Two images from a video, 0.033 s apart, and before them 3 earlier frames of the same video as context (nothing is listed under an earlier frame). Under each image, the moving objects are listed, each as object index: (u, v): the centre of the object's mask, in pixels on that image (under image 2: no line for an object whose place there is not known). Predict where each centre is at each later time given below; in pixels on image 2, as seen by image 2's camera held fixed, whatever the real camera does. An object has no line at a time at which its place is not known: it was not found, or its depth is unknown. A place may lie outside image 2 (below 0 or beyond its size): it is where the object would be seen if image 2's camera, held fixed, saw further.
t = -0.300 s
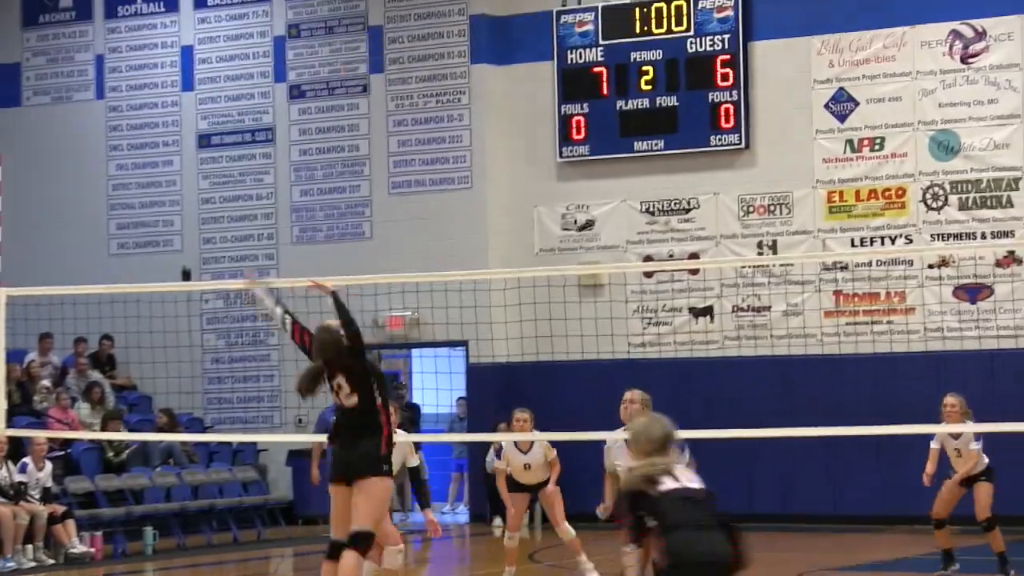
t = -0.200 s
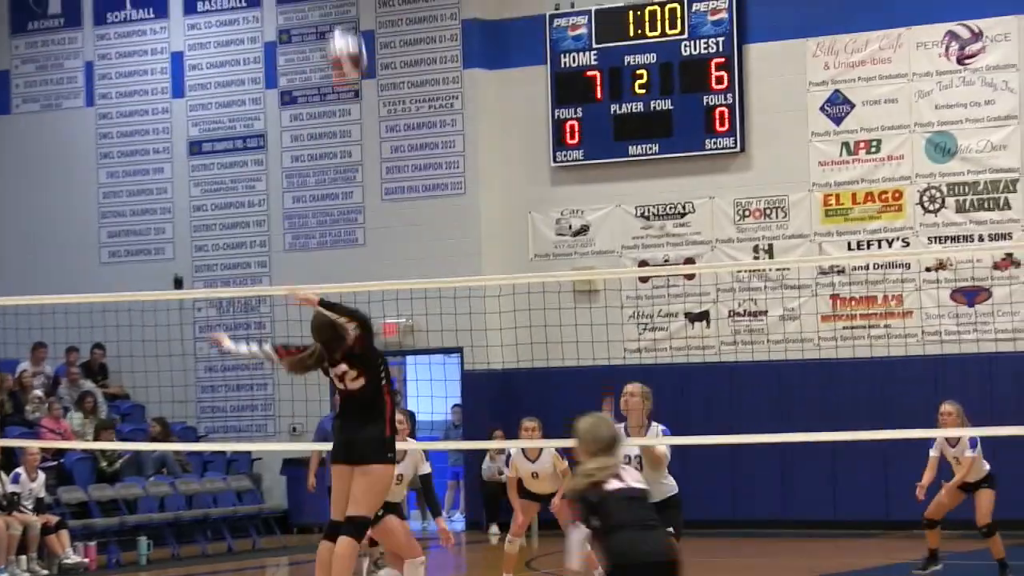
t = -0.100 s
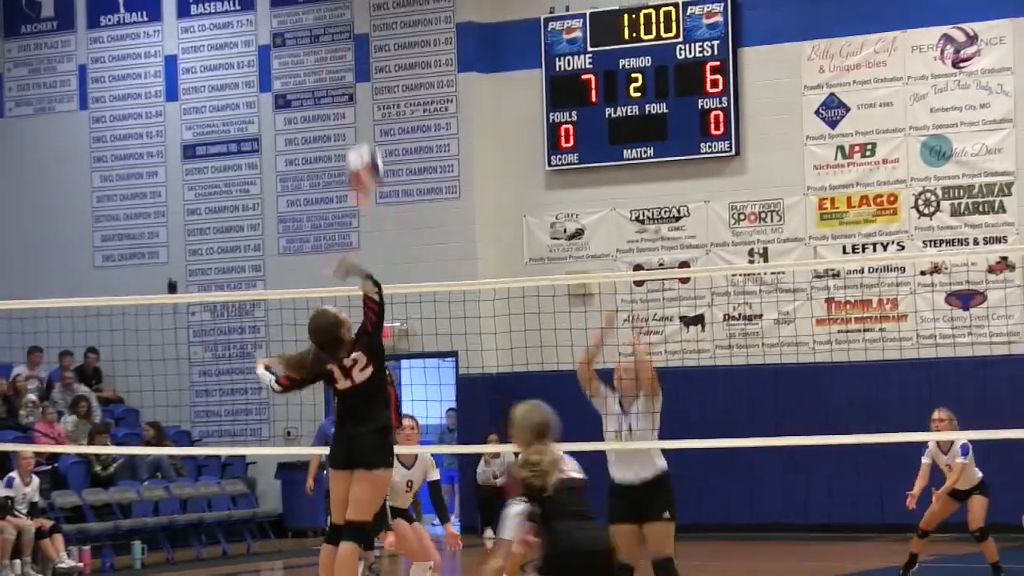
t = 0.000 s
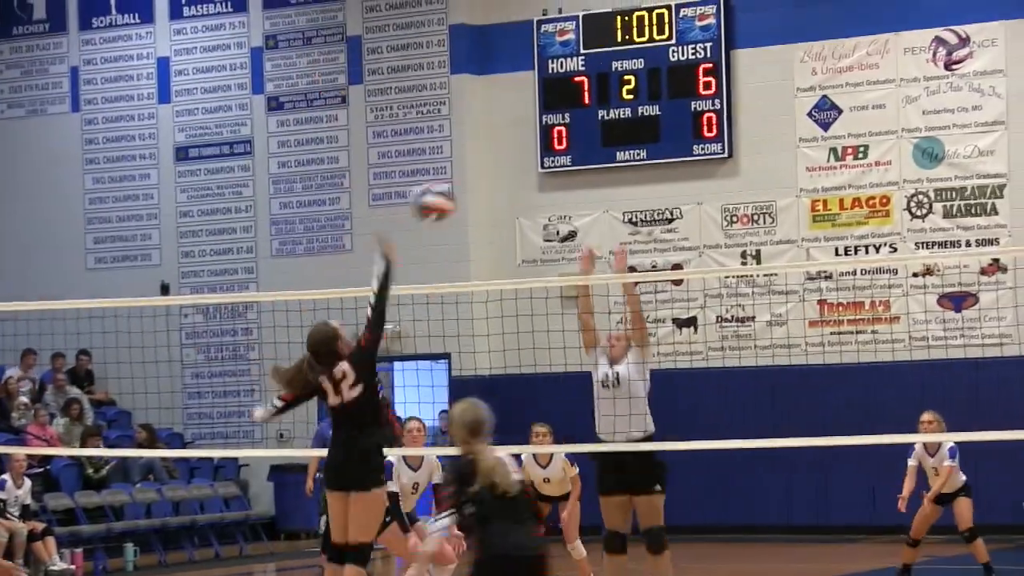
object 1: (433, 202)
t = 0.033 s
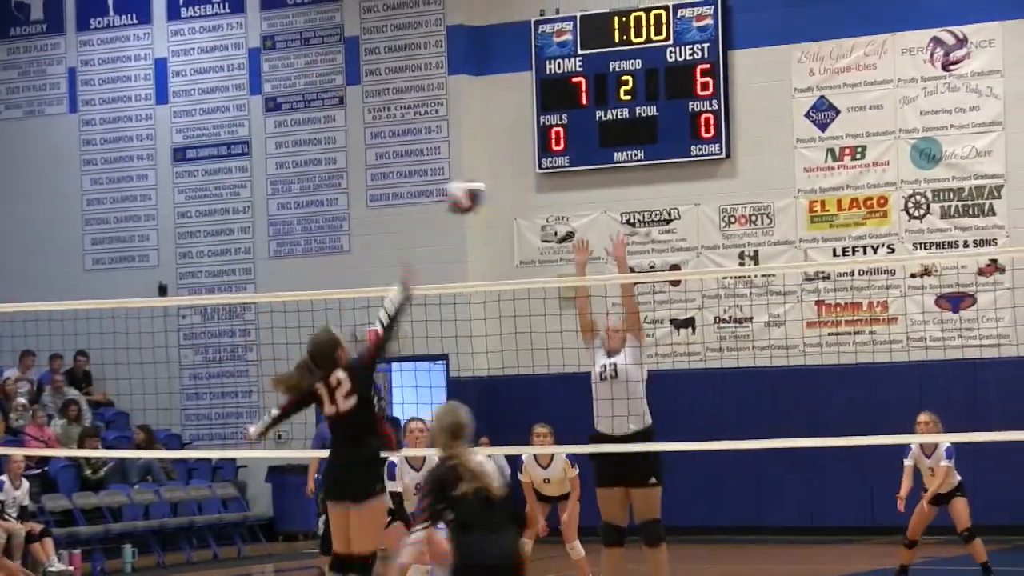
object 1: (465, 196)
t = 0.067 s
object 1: (495, 192)
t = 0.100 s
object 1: (529, 189)
